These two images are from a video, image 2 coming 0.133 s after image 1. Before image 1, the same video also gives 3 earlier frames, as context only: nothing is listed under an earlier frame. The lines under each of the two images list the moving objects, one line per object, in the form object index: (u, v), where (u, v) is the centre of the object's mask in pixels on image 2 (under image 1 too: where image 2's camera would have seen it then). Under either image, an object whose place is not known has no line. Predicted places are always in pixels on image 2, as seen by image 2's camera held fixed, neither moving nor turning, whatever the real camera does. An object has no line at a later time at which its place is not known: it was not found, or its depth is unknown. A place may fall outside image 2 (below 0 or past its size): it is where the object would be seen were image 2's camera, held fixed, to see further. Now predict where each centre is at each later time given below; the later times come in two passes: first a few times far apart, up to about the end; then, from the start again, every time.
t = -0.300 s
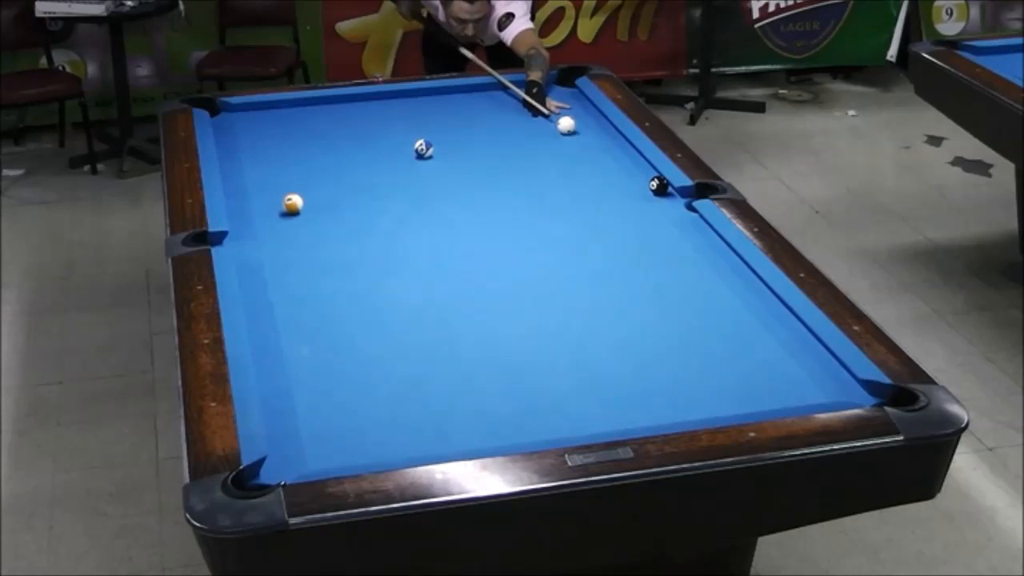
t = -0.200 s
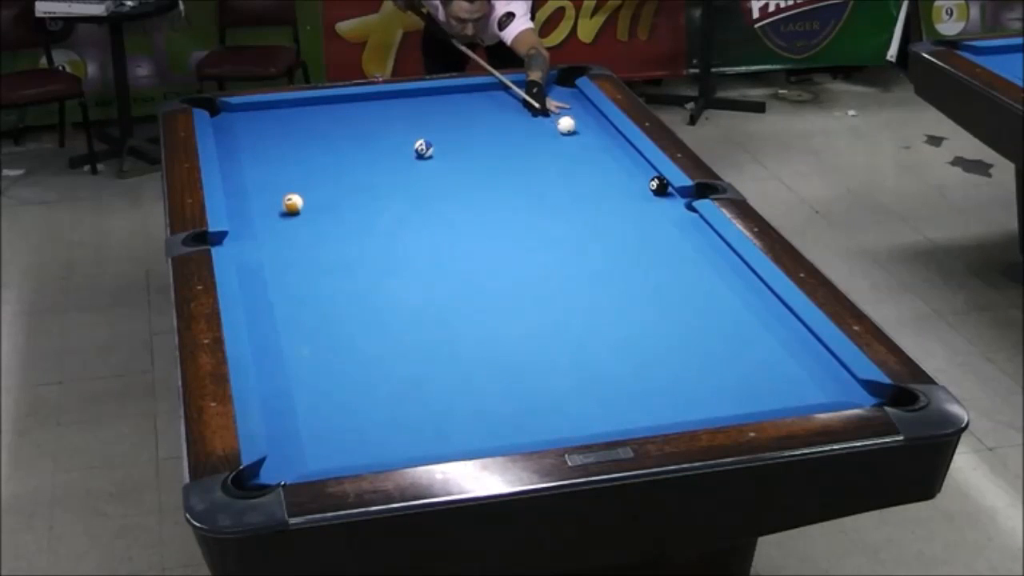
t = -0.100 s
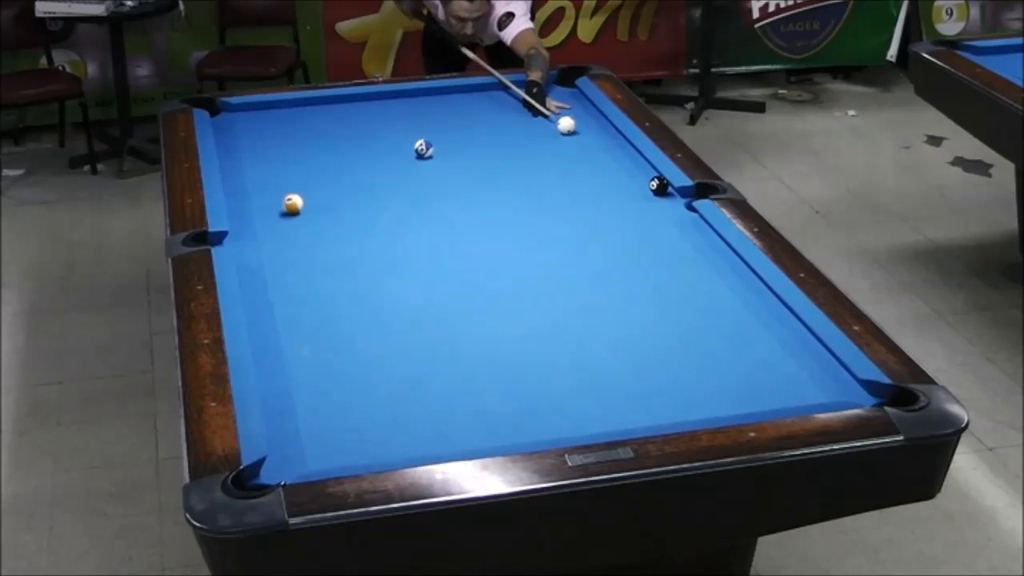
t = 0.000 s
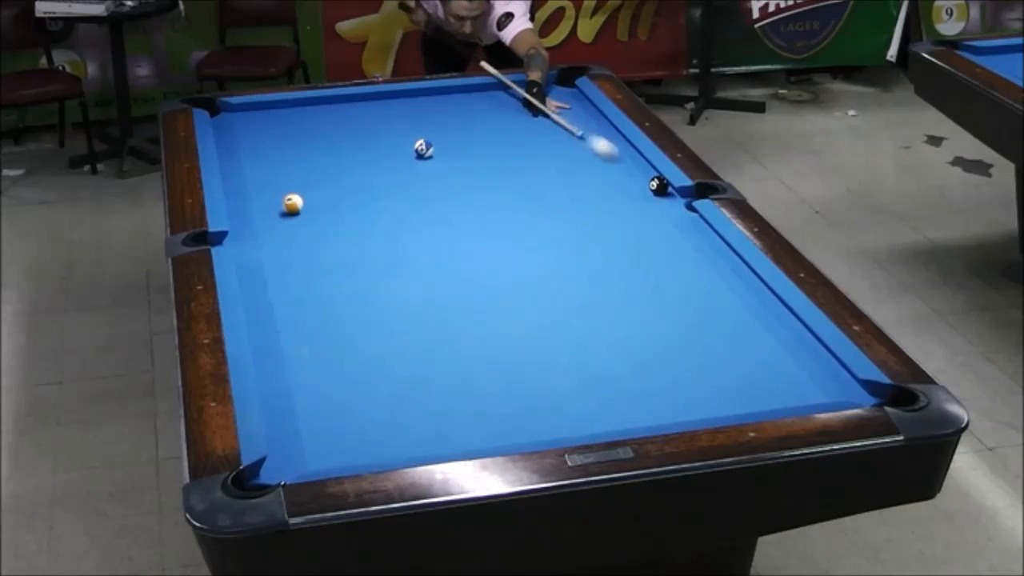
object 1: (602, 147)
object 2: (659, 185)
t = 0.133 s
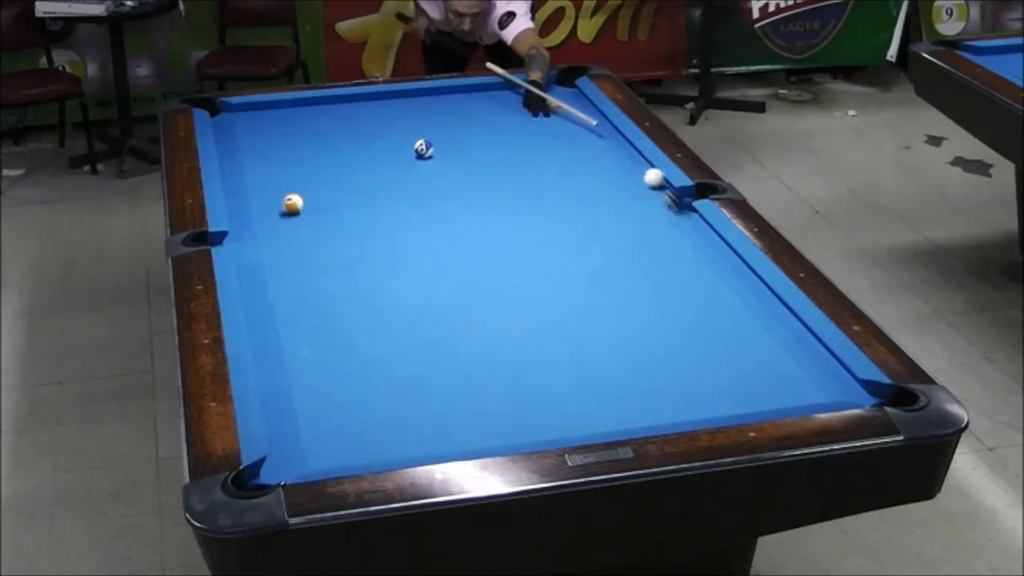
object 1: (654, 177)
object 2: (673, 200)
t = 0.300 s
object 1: (638, 175)
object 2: (729, 264)
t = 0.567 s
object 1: (615, 172)
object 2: (821, 373)
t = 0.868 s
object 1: (592, 169)
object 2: (861, 395)
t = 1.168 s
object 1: (572, 166)
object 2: (865, 393)
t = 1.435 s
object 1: (556, 164)
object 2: (860, 397)
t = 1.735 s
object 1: (541, 162)
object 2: (860, 397)
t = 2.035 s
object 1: (528, 161)
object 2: (860, 396)
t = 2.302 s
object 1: (518, 159)
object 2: (860, 396)
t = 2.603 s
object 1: (510, 158)
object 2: (860, 396)
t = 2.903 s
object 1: (502, 157)
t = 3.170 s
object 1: (498, 156)
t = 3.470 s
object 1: (495, 156)
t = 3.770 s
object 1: (495, 156)
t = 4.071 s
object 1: (495, 156)
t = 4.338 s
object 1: (495, 156)
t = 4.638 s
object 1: (495, 156)
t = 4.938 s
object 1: (495, 156)
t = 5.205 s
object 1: (495, 156)
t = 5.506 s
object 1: (495, 156)
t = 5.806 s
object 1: (495, 156)
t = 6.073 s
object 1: (495, 156)
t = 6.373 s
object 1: (495, 156)
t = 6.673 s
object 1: (495, 156)
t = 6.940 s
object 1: (495, 156)
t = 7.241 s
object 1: (495, 156)
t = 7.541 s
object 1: (495, 156)
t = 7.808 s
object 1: (495, 156)
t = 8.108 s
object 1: (495, 156)
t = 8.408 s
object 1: (495, 156)
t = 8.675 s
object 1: (495, 156)
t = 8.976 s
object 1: (495, 156)
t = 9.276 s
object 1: (495, 156)
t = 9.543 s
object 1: (495, 156)
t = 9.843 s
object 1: (495, 156)
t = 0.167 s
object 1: (650, 177)
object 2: (688, 214)
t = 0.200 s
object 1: (647, 176)
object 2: (698, 225)
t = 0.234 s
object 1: (644, 176)
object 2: (709, 238)
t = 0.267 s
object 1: (641, 176)
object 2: (720, 251)
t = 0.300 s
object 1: (638, 175)
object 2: (729, 264)
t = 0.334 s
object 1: (635, 175)
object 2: (742, 277)
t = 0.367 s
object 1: (632, 174)
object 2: (752, 290)
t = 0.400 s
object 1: (629, 174)
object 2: (763, 303)
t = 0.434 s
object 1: (626, 173)
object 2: (773, 315)
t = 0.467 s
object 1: (623, 173)
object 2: (784, 329)
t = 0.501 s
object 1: (620, 173)
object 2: (797, 343)
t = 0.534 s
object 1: (618, 172)
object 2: (807, 357)
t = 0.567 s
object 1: (615, 172)
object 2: (821, 373)
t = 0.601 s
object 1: (613, 172)
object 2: (832, 386)
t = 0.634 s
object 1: (610, 171)
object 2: (845, 393)
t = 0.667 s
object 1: (607, 171)
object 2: (862, 393)
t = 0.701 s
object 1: (605, 171)
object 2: (863, 392)
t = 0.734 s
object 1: (602, 170)
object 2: (860, 394)
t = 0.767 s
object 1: (600, 170)
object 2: (857, 396)
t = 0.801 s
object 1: (597, 170)
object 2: (858, 396)
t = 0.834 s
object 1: (595, 169)
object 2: (859, 395)
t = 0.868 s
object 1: (592, 169)
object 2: (861, 395)
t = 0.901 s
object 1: (590, 169)
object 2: (864, 394)
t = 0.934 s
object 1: (588, 169)
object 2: (865, 393)
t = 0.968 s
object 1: (585, 168)
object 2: (867, 392)
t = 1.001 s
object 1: (583, 168)
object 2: (867, 392)
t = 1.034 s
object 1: (581, 168)
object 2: (866, 392)
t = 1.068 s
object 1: (578, 167)
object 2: (866, 393)
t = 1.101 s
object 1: (576, 167)
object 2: (866, 393)
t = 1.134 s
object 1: (574, 166)
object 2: (865, 393)
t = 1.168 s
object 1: (572, 166)
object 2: (865, 393)
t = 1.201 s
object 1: (570, 166)
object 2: (864, 394)
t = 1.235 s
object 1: (568, 166)
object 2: (863, 395)
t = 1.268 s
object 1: (566, 165)
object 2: (863, 395)
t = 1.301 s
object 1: (564, 165)
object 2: (862, 395)
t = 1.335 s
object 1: (562, 165)
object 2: (862, 396)
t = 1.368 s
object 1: (560, 165)
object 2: (862, 396)
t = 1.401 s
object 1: (558, 164)
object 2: (861, 396)
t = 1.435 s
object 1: (556, 164)
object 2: (860, 397)
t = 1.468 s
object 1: (554, 164)
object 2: (860, 397)
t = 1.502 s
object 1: (553, 164)
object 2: (859, 397)
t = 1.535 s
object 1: (551, 163)
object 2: (859, 397)
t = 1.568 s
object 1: (549, 163)
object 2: (859, 397)
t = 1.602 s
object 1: (547, 163)
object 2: (859, 397)
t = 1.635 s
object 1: (546, 163)
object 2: (859, 397)
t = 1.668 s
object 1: (544, 163)
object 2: (860, 397)
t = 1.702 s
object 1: (542, 162)
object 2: (860, 397)
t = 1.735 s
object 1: (541, 162)
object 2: (860, 397)
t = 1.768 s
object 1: (539, 162)
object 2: (860, 396)
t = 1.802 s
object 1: (538, 161)
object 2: (860, 396)
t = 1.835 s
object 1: (536, 161)
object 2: (860, 396)
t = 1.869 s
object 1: (535, 161)
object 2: (860, 396)
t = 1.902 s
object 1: (533, 161)
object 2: (860, 396)
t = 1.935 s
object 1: (532, 161)
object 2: (860, 396)
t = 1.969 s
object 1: (531, 161)
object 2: (860, 396)
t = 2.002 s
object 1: (529, 161)
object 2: (860, 396)
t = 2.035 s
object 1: (528, 161)
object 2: (860, 396)
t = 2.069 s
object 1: (527, 160)
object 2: (860, 396)
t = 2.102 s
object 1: (526, 160)
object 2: (860, 396)
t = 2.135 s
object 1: (524, 160)
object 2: (860, 396)
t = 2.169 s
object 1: (523, 160)
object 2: (860, 396)
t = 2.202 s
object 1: (522, 160)
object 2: (860, 396)
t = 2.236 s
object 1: (521, 160)
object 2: (860, 396)
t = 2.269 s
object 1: (520, 159)
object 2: (860, 396)
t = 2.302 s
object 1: (518, 159)
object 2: (860, 396)
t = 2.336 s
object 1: (518, 159)
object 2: (860, 396)
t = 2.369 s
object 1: (516, 159)
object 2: (860, 396)
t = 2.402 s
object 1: (515, 159)
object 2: (860, 396)
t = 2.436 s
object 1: (514, 159)
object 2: (860, 396)
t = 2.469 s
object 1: (513, 158)
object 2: (860, 396)
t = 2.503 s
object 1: (512, 158)
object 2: (860, 396)
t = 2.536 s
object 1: (512, 158)
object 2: (860, 396)
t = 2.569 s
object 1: (510, 158)
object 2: (860, 396)
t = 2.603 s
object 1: (510, 158)
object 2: (860, 396)
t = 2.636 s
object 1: (509, 158)
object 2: (860, 396)
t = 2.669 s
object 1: (508, 158)
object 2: (860, 396)
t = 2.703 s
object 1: (507, 158)
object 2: (860, 396)
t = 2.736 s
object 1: (506, 157)
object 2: (860, 396)
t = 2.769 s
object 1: (506, 157)
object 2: (860, 396)
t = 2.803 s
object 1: (505, 157)
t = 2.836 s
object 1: (504, 157)
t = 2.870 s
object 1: (503, 157)
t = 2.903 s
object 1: (502, 157)
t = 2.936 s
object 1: (502, 157)
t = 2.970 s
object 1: (501, 157)
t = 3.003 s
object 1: (501, 157)
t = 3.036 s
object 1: (500, 156)
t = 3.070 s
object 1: (500, 157)
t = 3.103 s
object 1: (499, 157)
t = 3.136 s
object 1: (498, 157)
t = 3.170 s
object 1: (498, 156)
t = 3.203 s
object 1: (497, 156)
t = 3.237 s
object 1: (497, 156)
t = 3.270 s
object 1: (497, 156)
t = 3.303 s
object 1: (496, 156)
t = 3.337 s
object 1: (496, 156)
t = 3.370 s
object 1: (496, 156)
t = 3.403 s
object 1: (496, 156)
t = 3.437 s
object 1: (496, 156)
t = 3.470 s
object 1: (495, 156)
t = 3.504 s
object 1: (495, 156)
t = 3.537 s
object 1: (495, 156)
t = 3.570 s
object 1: (495, 156)
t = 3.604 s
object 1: (495, 156)
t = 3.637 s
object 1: (495, 156)
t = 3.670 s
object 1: (495, 156)
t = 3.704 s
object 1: (495, 156)
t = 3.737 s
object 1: (495, 156)
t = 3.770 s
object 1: (495, 156)
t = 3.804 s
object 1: (495, 156)
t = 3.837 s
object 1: (495, 156)
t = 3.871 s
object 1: (495, 156)
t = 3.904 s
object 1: (495, 156)
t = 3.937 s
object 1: (495, 156)
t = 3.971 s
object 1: (495, 156)
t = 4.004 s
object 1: (495, 156)
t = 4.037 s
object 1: (495, 156)
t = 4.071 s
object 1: (495, 156)
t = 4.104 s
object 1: (495, 156)
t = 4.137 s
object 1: (495, 156)
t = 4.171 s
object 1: (495, 156)
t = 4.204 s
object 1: (495, 156)
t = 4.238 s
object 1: (495, 156)
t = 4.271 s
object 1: (495, 156)
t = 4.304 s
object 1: (495, 156)
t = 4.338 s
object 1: (495, 156)
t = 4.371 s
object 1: (495, 156)
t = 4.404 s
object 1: (495, 156)
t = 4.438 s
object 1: (495, 156)
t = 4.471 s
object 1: (495, 156)
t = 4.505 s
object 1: (495, 156)
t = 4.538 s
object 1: (495, 156)
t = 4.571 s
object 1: (495, 156)
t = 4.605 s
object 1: (495, 156)
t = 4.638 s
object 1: (495, 156)
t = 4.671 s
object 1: (495, 156)
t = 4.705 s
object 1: (495, 156)
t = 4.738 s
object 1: (495, 156)
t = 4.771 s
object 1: (495, 156)
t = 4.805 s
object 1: (495, 156)
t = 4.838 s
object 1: (495, 156)
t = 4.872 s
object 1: (495, 156)
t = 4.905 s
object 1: (495, 156)
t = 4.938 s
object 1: (495, 156)
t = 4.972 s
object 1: (495, 156)
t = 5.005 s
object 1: (495, 156)
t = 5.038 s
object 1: (495, 156)
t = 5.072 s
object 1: (495, 156)
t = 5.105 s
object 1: (495, 156)
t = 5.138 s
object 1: (495, 156)
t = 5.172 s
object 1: (495, 156)
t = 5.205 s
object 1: (495, 156)
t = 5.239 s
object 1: (495, 156)
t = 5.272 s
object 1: (495, 156)
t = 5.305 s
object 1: (495, 156)
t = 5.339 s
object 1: (495, 156)
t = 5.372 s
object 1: (495, 156)
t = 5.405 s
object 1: (495, 156)
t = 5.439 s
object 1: (495, 156)
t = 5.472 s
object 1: (495, 156)
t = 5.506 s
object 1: (495, 156)
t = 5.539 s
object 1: (495, 156)
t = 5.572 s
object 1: (495, 156)
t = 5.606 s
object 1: (495, 156)
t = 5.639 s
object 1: (495, 156)
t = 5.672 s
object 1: (495, 156)
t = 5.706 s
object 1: (495, 156)
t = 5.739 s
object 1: (495, 156)
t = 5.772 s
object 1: (495, 156)
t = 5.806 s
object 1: (495, 156)
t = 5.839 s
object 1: (495, 156)
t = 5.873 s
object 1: (495, 156)
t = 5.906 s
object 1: (495, 156)
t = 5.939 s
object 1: (495, 156)
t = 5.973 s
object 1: (495, 156)
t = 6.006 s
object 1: (495, 156)
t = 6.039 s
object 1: (495, 156)
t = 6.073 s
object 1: (495, 156)
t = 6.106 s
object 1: (495, 156)
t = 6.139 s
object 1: (495, 156)
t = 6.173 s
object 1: (495, 156)
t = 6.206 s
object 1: (495, 156)
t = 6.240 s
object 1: (495, 156)
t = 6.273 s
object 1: (495, 156)
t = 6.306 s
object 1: (495, 156)
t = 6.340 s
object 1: (495, 156)
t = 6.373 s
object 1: (495, 156)
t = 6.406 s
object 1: (495, 156)
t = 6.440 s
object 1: (495, 156)
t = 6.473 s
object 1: (495, 156)
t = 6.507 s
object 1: (495, 156)
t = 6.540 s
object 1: (495, 156)
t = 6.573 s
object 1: (495, 156)
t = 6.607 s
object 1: (495, 156)
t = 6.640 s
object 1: (495, 156)
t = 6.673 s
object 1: (495, 156)
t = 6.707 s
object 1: (495, 156)
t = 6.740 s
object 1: (495, 156)
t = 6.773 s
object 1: (495, 156)
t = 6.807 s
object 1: (495, 156)
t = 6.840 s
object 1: (495, 156)
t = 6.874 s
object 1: (495, 156)
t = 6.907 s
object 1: (495, 156)
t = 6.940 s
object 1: (495, 156)
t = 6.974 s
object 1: (495, 156)
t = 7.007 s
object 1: (495, 156)
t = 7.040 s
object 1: (495, 156)
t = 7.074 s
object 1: (495, 156)
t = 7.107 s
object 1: (495, 156)
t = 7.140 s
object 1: (495, 156)
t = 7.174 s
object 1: (495, 156)
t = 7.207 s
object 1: (495, 156)
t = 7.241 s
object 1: (495, 156)
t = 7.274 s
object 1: (495, 156)
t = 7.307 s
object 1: (495, 156)
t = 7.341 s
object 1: (495, 156)
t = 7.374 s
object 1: (495, 156)
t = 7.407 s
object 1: (495, 156)
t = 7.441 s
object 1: (495, 156)
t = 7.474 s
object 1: (495, 156)
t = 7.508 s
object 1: (495, 156)
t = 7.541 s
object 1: (495, 156)
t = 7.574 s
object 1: (495, 156)
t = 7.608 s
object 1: (495, 156)
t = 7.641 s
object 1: (495, 156)
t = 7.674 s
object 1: (495, 156)
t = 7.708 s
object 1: (495, 156)
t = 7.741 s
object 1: (495, 156)
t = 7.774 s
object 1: (495, 156)
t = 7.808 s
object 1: (495, 156)
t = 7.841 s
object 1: (495, 156)
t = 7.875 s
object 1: (495, 156)
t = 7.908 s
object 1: (495, 156)
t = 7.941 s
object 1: (495, 156)
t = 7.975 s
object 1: (495, 156)
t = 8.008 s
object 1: (495, 156)
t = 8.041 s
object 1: (495, 156)
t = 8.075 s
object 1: (495, 156)
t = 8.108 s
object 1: (495, 156)
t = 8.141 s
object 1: (495, 156)
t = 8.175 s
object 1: (495, 156)
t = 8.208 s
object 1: (495, 156)
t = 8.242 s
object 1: (495, 156)
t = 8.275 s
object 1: (495, 156)
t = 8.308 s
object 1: (495, 156)
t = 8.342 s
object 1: (495, 156)
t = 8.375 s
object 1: (495, 156)
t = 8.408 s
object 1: (495, 156)
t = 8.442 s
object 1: (495, 156)
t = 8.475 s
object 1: (495, 156)
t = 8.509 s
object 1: (495, 156)
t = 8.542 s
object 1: (495, 156)
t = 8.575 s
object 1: (495, 156)
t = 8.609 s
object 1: (495, 156)
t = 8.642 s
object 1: (495, 156)
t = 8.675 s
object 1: (495, 156)
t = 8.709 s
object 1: (495, 156)
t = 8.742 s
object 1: (495, 156)
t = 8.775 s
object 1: (495, 156)
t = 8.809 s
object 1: (495, 156)
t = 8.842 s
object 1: (495, 156)
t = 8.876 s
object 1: (495, 156)
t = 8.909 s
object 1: (495, 156)
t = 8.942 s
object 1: (495, 156)
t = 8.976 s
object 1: (495, 156)
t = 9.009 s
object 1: (495, 156)
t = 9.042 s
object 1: (495, 156)
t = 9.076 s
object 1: (495, 156)
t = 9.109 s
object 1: (495, 156)
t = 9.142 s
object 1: (495, 156)
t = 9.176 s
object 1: (495, 156)
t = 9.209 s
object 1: (495, 156)
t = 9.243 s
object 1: (495, 156)
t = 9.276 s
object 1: (495, 156)
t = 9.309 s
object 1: (495, 156)
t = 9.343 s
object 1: (495, 156)
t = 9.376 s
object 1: (495, 156)
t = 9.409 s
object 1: (495, 156)
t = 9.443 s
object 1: (495, 156)
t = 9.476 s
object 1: (495, 156)
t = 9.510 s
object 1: (495, 156)
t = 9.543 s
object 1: (495, 156)
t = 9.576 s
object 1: (495, 156)
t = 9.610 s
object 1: (495, 156)
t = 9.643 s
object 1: (495, 156)
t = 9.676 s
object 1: (495, 156)
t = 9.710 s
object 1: (495, 156)
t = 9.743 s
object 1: (495, 156)
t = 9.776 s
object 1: (495, 156)
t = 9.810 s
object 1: (495, 156)
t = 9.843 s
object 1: (495, 156)
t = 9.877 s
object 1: (495, 156)
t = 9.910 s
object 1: (495, 156)
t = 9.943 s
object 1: (495, 156)
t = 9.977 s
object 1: (495, 156)
